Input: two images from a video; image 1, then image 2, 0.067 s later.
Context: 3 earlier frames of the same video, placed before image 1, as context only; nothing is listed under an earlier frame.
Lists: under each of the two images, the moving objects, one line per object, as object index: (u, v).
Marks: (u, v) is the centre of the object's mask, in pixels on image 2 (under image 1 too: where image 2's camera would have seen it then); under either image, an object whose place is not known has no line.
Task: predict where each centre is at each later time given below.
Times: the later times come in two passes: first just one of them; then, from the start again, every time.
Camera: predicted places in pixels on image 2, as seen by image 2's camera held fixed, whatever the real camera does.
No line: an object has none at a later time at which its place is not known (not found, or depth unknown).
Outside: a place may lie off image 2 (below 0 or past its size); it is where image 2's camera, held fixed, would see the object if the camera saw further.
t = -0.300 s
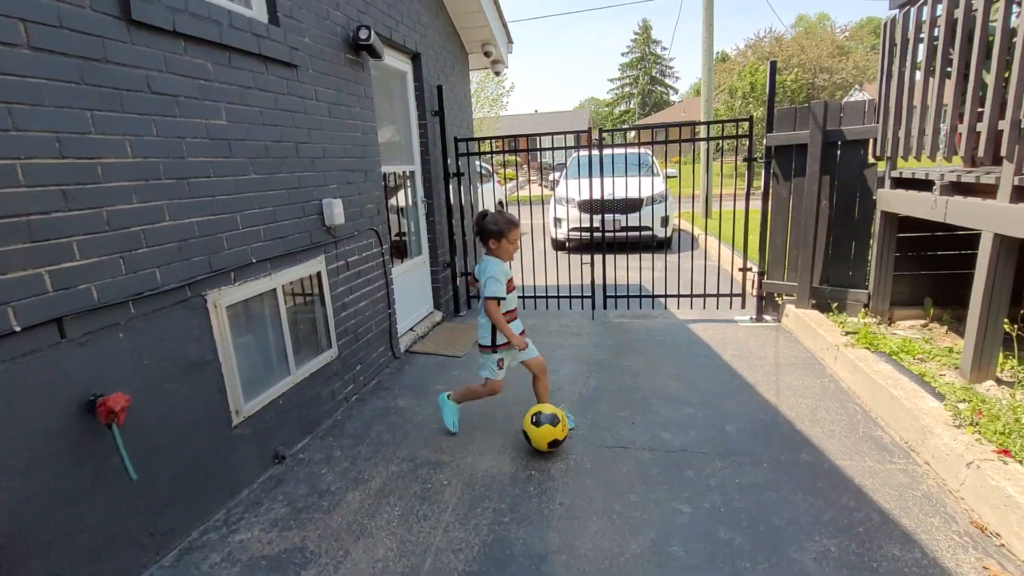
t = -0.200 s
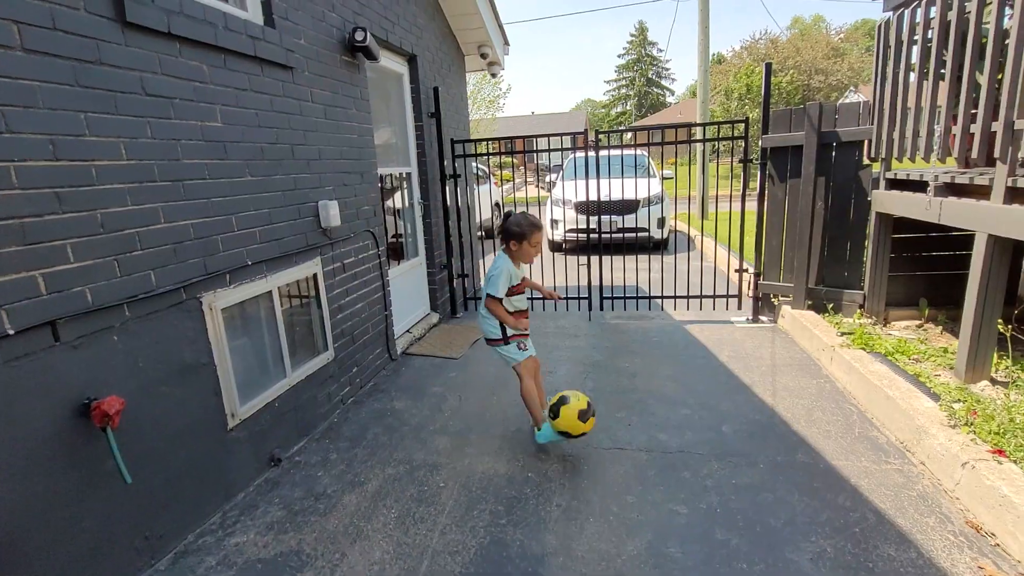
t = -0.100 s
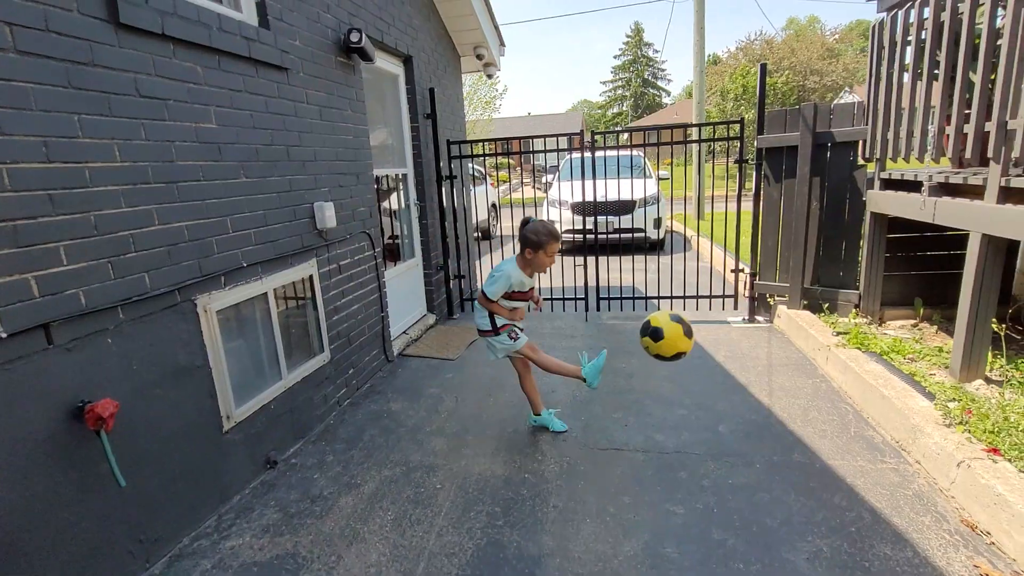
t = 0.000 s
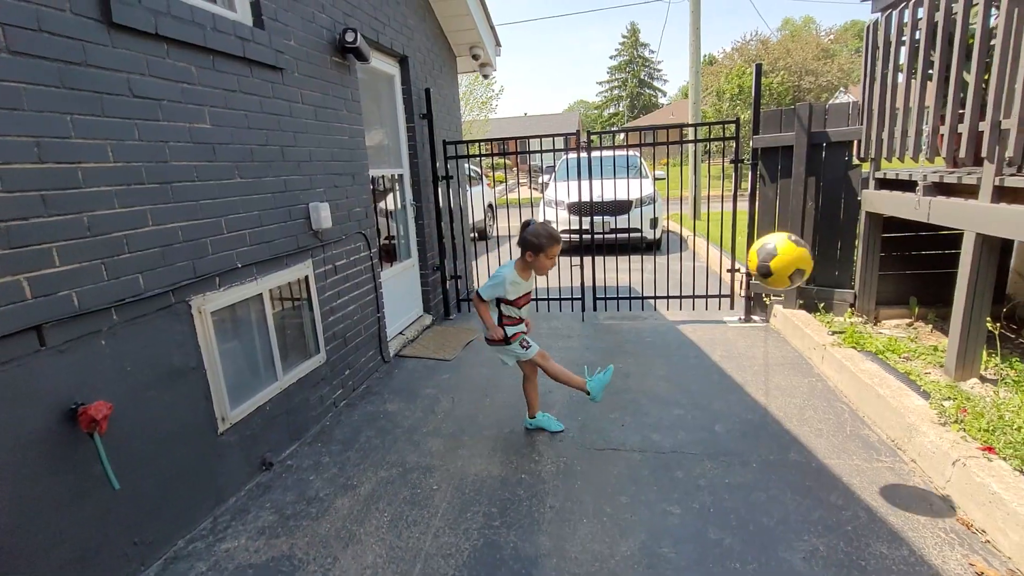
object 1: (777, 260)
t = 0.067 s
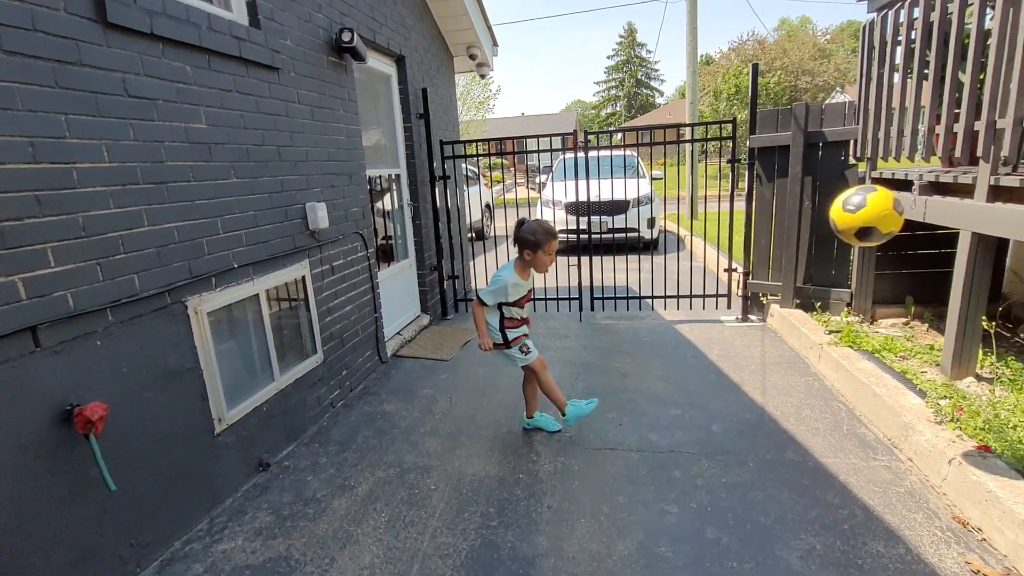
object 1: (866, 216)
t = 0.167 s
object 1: (1004, 163)
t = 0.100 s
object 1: (915, 195)
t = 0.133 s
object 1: (964, 177)
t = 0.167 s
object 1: (1004, 163)
